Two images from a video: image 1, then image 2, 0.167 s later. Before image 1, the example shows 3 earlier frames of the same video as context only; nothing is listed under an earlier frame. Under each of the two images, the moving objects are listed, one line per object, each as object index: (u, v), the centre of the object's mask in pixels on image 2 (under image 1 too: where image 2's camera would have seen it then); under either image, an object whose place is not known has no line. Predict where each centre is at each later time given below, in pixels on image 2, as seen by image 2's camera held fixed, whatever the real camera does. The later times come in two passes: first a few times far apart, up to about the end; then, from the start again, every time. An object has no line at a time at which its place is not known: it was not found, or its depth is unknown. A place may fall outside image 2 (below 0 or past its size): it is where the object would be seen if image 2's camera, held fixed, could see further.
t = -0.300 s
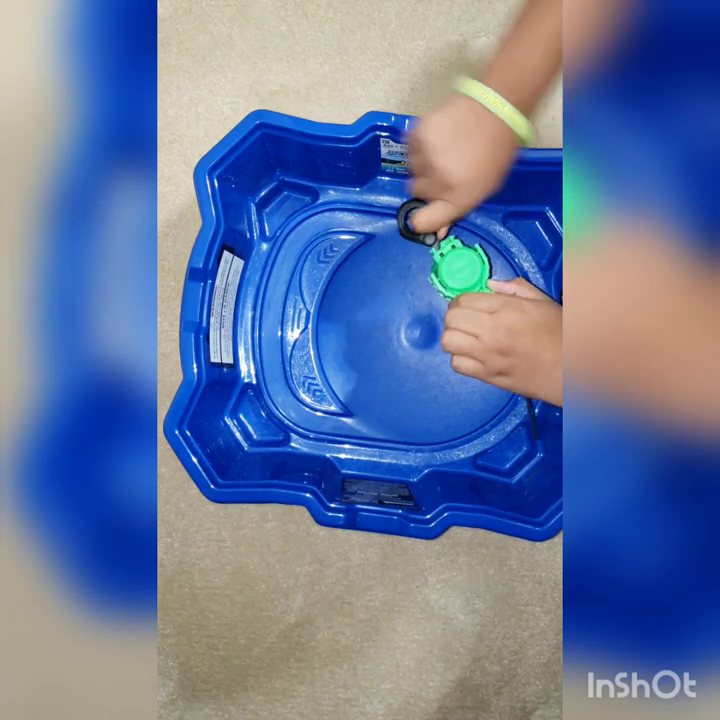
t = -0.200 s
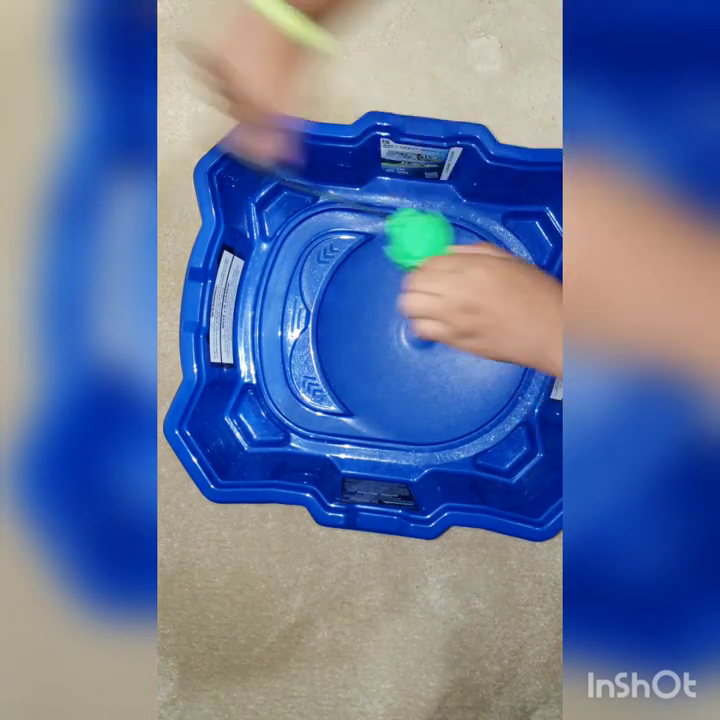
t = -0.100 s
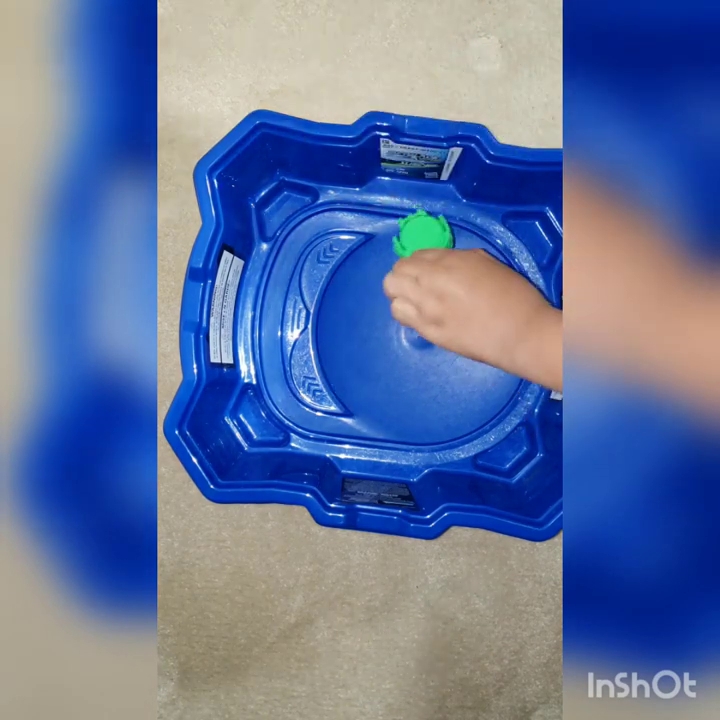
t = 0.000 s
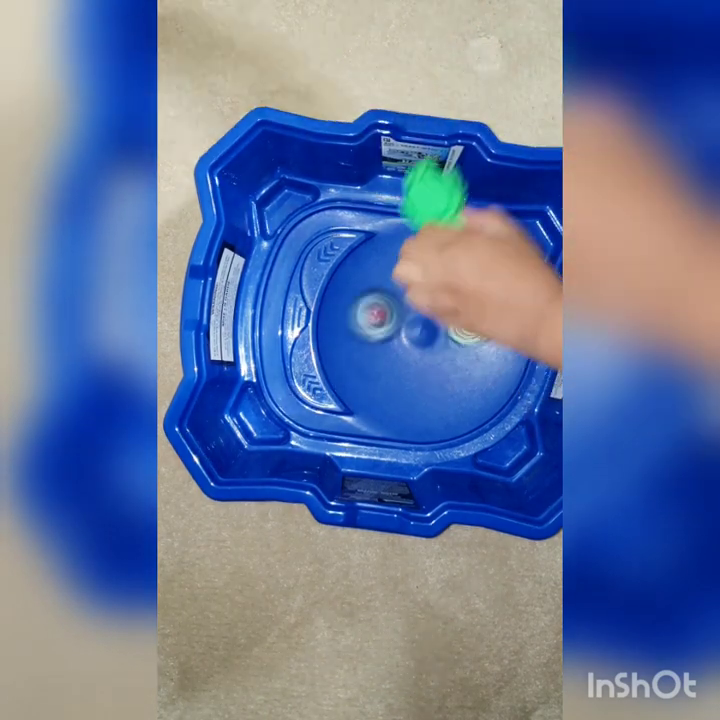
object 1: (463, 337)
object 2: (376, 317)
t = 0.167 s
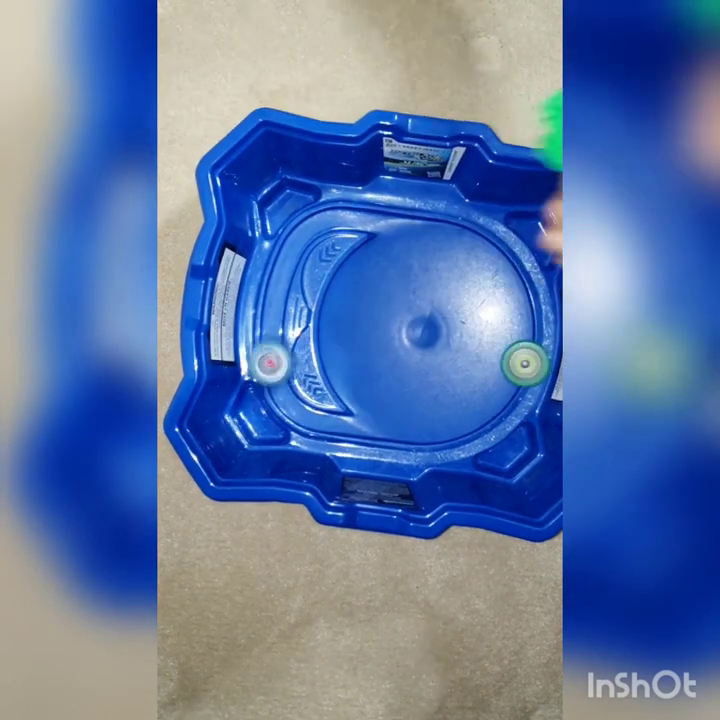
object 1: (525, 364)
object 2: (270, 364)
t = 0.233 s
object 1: (513, 361)
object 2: (286, 389)
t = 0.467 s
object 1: (453, 339)
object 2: (372, 417)
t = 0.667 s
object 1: (449, 262)
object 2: (458, 425)
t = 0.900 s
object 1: (402, 273)
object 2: (440, 324)
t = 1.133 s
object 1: (329, 372)
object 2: (440, 343)
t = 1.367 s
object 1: (438, 435)
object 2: (431, 375)
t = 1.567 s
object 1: (510, 344)
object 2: (425, 372)
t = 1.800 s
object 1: (423, 240)
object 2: (400, 355)
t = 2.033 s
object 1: (322, 323)
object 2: (378, 364)
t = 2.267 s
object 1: (401, 429)
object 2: (418, 374)
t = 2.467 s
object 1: (499, 364)
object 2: (455, 310)
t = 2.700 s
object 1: (464, 238)
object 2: (386, 249)
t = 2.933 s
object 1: (343, 211)
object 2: (329, 365)
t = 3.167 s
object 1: (280, 282)
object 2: (472, 426)
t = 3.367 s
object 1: (268, 380)
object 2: (495, 259)
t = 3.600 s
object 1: (379, 426)
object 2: (305, 230)
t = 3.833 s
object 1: (512, 345)
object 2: (263, 323)
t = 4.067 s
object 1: (455, 239)
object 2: (349, 428)
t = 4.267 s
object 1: (355, 269)
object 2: (494, 392)
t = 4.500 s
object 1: (366, 378)
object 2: (488, 254)
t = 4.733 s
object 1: (458, 400)
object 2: (337, 255)
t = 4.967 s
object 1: (496, 323)
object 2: (325, 323)
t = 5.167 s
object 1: (437, 278)
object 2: (390, 390)
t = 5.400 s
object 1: (370, 323)
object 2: (498, 362)
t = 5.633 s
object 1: (386, 390)
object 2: (451, 233)
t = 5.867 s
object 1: (446, 383)
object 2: (310, 217)
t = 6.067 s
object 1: (454, 329)
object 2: (265, 309)
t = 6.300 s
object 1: (406, 295)
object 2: (309, 433)
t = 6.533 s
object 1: (363, 327)
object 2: (439, 403)
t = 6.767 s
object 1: (390, 370)
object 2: (494, 295)
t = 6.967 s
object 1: (435, 360)
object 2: (407, 241)
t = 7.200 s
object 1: (454, 317)
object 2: (340, 342)
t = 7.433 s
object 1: (422, 285)
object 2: (427, 423)
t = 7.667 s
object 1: (386, 317)
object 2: (510, 348)
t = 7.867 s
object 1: (398, 357)
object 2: (450, 260)
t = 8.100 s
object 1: (438, 368)
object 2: (338, 290)
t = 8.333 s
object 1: (459, 335)
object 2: (354, 400)
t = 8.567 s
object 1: (428, 307)
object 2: (468, 398)
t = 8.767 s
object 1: (393, 319)
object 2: (505, 308)
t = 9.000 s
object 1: (381, 355)
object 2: (415, 244)
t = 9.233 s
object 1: (411, 376)
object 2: (337, 324)
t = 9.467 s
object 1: (443, 349)
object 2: (388, 417)
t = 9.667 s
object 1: (442, 317)
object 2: (475, 401)
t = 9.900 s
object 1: (413, 294)
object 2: (484, 295)
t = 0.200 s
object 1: (520, 364)
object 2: (277, 376)
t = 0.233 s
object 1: (513, 361)
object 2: (286, 389)
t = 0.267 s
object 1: (504, 358)
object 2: (296, 400)
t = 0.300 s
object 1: (495, 353)
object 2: (304, 411)
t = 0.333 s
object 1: (486, 349)
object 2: (311, 419)
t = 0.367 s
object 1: (478, 344)
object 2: (323, 424)
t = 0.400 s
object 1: (469, 341)
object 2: (338, 424)
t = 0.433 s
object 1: (461, 339)
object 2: (356, 421)
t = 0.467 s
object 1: (453, 339)
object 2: (372, 417)
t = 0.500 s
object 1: (446, 340)
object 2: (394, 410)
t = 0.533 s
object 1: (438, 343)
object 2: (416, 402)
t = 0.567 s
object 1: (435, 337)
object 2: (435, 399)
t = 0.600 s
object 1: (440, 311)
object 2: (445, 420)
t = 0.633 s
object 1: (445, 285)
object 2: (456, 436)
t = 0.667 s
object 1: (449, 262)
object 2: (458, 425)
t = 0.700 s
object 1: (450, 244)
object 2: (458, 407)
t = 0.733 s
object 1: (449, 229)
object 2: (457, 389)
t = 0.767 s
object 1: (444, 230)
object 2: (457, 373)
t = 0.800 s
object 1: (436, 236)
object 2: (455, 359)
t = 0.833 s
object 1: (426, 245)
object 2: (451, 346)
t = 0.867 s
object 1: (414, 258)
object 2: (446, 333)
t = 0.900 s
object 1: (402, 273)
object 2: (440, 324)
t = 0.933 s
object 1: (390, 289)
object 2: (432, 316)
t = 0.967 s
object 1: (371, 302)
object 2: (430, 316)
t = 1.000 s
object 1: (353, 314)
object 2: (430, 320)
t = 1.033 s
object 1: (338, 327)
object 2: (432, 324)
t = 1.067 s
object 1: (327, 342)
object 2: (435, 329)
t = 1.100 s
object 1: (322, 358)
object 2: (438, 335)
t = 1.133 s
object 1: (329, 372)
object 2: (440, 343)
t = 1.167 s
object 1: (338, 386)
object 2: (441, 351)
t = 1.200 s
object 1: (350, 399)
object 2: (441, 358)
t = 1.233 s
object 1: (364, 412)
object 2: (439, 364)
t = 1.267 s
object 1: (380, 423)
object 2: (437, 368)
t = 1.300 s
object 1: (398, 432)
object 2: (435, 371)
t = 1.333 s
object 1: (417, 436)
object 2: (432, 374)
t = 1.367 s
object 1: (438, 435)
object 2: (431, 375)
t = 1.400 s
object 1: (457, 430)
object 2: (430, 376)
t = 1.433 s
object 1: (474, 420)
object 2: (430, 376)
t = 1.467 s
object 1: (489, 406)
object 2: (429, 375)
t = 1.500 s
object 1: (501, 388)
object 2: (428, 375)
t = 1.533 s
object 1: (508, 366)
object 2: (426, 373)
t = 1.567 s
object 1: (510, 344)
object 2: (425, 372)
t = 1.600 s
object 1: (509, 322)
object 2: (423, 369)
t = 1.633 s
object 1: (503, 302)
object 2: (420, 366)
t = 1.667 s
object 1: (492, 284)
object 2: (417, 363)
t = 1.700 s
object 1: (478, 268)
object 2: (414, 360)
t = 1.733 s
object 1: (462, 256)
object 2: (410, 359)
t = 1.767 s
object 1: (443, 246)
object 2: (405, 357)
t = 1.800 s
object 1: (423, 240)
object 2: (400, 355)
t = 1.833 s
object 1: (402, 238)
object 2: (395, 354)
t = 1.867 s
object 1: (380, 240)
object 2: (391, 354)
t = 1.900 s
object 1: (362, 251)
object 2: (387, 354)
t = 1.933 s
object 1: (348, 266)
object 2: (383, 355)
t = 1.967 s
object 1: (336, 284)
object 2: (380, 357)
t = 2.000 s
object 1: (326, 302)
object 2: (378, 360)
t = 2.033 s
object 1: (322, 323)
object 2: (378, 364)
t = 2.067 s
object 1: (323, 344)
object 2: (379, 367)
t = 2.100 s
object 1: (328, 366)
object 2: (381, 371)
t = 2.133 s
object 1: (336, 385)
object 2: (385, 374)
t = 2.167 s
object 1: (347, 404)
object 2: (391, 376)
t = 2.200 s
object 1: (363, 416)
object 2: (400, 377)
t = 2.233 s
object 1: (381, 425)
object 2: (408, 376)
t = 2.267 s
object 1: (401, 429)
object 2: (418, 374)
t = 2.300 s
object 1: (421, 429)
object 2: (428, 369)
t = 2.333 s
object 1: (440, 424)
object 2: (437, 361)
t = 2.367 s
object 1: (458, 415)
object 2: (443, 351)
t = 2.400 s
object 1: (475, 402)
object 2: (450, 338)
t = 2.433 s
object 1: (488, 385)
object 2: (454, 326)
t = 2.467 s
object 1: (499, 364)
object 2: (455, 310)
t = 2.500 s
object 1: (506, 342)
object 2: (453, 297)
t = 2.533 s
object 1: (509, 321)
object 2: (449, 282)
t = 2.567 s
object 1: (508, 301)
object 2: (440, 272)
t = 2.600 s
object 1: (502, 281)
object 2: (430, 261)
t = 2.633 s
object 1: (493, 265)
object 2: (416, 253)
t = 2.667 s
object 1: (480, 249)
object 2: (402, 249)
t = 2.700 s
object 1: (464, 238)
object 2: (386, 249)
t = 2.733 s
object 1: (447, 230)
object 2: (370, 252)
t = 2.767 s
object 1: (427, 227)
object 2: (354, 260)
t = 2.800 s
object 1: (406, 226)
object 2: (339, 273)
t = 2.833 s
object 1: (386, 228)
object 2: (330, 292)
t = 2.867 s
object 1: (368, 229)
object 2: (327, 314)
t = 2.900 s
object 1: (355, 219)
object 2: (326, 338)
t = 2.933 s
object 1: (343, 211)
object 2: (329, 365)
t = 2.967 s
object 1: (330, 213)
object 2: (340, 387)
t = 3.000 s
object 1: (317, 217)
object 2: (352, 410)
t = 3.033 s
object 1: (305, 225)
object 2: (372, 428)
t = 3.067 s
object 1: (295, 236)
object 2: (393, 442)
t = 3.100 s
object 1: (288, 249)
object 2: (419, 441)
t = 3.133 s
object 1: (285, 266)
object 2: (444, 439)
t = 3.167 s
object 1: (280, 282)
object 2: (472, 426)
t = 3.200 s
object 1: (272, 296)
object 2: (497, 411)
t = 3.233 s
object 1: (268, 311)
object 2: (512, 386)
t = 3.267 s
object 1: (268, 327)
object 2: (523, 354)
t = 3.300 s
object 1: (271, 343)
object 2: (525, 320)
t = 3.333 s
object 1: (273, 362)
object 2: (514, 287)
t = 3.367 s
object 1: (268, 380)
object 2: (495, 259)
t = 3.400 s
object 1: (269, 396)
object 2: (466, 237)
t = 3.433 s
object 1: (282, 408)
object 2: (433, 229)
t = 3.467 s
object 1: (298, 418)
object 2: (397, 231)
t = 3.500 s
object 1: (318, 424)
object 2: (368, 233)
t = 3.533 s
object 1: (338, 426)
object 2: (347, 231)
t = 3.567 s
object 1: (359, 427)
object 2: (326, 229)
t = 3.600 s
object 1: (379, 426)
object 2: (305, 230)
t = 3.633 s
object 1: (402, 423)
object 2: (290, 234)
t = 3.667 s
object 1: (424, 417)
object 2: (280, 242)
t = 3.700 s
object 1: (446, 409)
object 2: (278, 255)
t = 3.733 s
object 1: (465, 396)
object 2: (278, 270)
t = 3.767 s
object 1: (484, 382)
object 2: (279, 290)
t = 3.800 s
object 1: (499, 365)
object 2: (269, 305)
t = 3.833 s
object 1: (512, 345)
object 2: (263, 323)
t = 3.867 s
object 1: (519, 327)
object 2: (261, 342)
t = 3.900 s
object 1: (522, 307)
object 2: (263, 362)
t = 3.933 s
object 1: (519, 289)
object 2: (269, 385)
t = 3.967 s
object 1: (506, 273)
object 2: (280, 407)
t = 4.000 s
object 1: (491, 259)
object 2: (296, 428)
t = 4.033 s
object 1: (473, 247)
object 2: (323, 431)
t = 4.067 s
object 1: (455, 239)
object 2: (349, 428)
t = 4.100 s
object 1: (435, 235)
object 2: (375, 426)
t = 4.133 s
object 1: (416, 235)
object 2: (401, 424)
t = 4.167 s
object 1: (398, 238)
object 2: (426, 423)
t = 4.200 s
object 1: (380, 246)
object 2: (451, 417)
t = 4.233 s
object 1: (366, 256)
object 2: (473, 406)
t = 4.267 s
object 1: (355, 269)
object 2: (494, 392)
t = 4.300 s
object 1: (347, 285)
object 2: (510, 377)
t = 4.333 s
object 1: (343, 302)
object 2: (522, 359)
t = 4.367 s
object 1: (342, 318)
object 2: (527, 339)
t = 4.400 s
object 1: (344, 334)
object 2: (525, 317)
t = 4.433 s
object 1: (349, 350)
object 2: (517, 295)
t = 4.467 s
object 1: (356, 365)
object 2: (505, 274)
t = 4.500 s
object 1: (366, 378)
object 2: (488, 254)
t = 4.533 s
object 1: (376, 389)
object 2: (468, 238)
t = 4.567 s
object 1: (389, 397)
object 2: (443, 230)
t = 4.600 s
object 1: (403, 402)
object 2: (416, 227)
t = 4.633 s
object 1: (417, 405)
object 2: (389, 231)
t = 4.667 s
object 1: (432, 406)
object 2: (368, 237)
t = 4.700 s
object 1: (445, 404)
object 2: (352, 246)
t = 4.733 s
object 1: (458, 400)
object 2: (337, 255)
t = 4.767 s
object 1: (470, 393)
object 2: (324, 265)
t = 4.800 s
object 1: (480, 383)
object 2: (313, 277)
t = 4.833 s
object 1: (488, 373)
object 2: (304, 287)
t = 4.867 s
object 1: (494, 360)
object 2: (302, 296)
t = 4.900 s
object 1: (497, 347)
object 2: (310, 305)
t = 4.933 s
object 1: (498, 335)
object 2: (317, 314)
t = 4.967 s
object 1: (496, 323)
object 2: (325, 323)
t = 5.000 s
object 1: (490, 310)
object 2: (335, 333)
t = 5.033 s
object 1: (483, 300)
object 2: (345, 344)
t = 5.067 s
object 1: (473, 290)
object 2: (355, 356)
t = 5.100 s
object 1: (461, 284)
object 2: (364, 369)
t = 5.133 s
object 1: (449, 279)
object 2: (376, 381)
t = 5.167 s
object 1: (437, 278)
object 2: (390, 390)
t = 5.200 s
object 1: (423, 279)
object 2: (404, 397)
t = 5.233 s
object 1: (412, 282)
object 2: (421, 403)
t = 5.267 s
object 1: (401, 287)
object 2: (439, 403)
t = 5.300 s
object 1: (391, 294)
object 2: (458, 398)
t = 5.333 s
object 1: (382, 302)
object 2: (473, 389)
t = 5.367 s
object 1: (375, 312)
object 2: (487, 378)
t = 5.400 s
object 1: (370, 323)
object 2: (498, 362)
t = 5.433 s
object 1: (367, 334)
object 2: (506, 343)
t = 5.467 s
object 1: (366, 345)
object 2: (511, 322)
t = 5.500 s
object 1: (367, 356)
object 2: (509, 301)
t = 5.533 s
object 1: (369, 366)
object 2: (502, 279)
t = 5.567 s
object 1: (373, 375)
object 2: (489, 260)
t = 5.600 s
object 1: (379, 383)
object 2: (472, 245)
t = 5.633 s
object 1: (386, 390)
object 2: (451, 233)
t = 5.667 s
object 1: (394, 394)
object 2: (428, 226)
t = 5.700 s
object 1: (403, 397)
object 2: (402, 226)
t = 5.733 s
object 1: (412, 398)
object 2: (379, 228)
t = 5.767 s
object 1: (421, 397)
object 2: (359, 226)
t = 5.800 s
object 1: (430, 394)
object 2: (341, 217)
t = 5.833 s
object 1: (438, 390)
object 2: (325, 215)
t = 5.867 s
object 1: (446, 383)
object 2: (310, 217)
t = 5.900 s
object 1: (451, 375)
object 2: (296, 224)
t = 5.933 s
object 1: (455, 366)
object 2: (288, 238)
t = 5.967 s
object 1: (457, 357)
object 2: (280, 254)
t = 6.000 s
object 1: (458, 346)
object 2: (274, 270)
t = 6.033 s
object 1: (457, 337)
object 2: (268, 289)
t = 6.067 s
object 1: (454, 329)
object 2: (265, 309)
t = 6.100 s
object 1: (449, 320)
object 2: (264, 330)
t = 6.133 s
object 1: (444, 313)
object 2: (268, 353)
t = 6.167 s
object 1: (438, 306)
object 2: (273, 374)
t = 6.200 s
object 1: (431, 301)
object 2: (279, 393)
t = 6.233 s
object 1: (423, 298)
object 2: (283, 412)
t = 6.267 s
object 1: (415, 295)
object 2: (295, 429)
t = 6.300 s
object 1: (406, 295)
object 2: (309, 433)
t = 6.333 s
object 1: (398, 295)
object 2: (329, 430)
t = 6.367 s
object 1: (390, 298)
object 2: (348, 424)
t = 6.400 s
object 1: (382, 301)
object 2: (367, 420)
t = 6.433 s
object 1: (375, 306)
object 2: (383, 417)
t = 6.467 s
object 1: (369, 312)
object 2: (402, 414)
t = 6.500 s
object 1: (365, 319)
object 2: (421, 409)
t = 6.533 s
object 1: (363, 327)
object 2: (439, 403)
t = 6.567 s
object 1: (362, 335)
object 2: (454, 395)
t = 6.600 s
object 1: (363, 343)
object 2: (469, 382)
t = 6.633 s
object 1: (366, 350)
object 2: (481, 368)
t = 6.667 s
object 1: (371, 357)
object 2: (492, 351)
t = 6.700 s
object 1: (376, 362)
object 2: (496, 334)
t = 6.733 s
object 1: (383, 367)
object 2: (497, 312)
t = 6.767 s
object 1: (390, 370)
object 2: (494, 295)
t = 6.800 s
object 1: (398, 372)
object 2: (486, 278)
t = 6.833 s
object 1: (406, 372)
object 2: (475, 264)
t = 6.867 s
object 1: (415, 370)
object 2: (462, 252)
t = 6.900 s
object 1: (422, 368)
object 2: (444, 244)
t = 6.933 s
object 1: (429, 365)
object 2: (426, 240)
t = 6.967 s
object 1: (435, 360)
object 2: (407, 241)
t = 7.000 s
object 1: (441, 355)
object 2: (390, 246)
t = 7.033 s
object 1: (445, 350)
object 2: (373, 256)
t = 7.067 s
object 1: (449, 344)
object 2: (359, 270)
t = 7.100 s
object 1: (452, 338)
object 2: (349, 287)
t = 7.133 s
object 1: (453, 331)
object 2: (342, 305)
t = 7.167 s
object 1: (454, 324)
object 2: (340, 322)
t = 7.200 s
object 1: (454, 317)
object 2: (340, 342)
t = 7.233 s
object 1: (453, 310)
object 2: (345, 360)
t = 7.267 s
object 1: (450, 304)
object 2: (352, 379)
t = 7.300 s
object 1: (447, 298)
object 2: (363, 393)
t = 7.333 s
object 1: (442, 293)
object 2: (376, 403)
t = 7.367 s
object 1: (436, 289)
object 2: (391, 416)
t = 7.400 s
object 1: (430, 287)
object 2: (408, 422)
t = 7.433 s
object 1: (422, 285)
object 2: (427, 423)
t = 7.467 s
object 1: (415, 286)
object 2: (444, 424)
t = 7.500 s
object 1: (408, 289)
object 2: (461, 417)
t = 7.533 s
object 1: (402, 292)
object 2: (476, 408)
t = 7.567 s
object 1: (396, 297)
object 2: (490, 397)
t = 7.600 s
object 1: (391, 303)
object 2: (500, 382)
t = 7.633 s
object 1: (388, 310)
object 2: (506, 365)
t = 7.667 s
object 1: (386, 317)
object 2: (510, 348)
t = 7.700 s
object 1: (386, 325)
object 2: (508, 330)
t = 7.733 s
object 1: (386, 332)
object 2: (503, 309)
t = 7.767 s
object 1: (388, 339)
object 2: (494, 295)
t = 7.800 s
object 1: (391, 345)
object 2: (481, 282)
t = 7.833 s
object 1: (394, 351)
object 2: (467, 269)
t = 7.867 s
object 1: (398, 357)
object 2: (450, 260)
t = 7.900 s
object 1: (403, 361)
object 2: (433, 255)
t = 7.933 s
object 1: (408, 365)
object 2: (415, 254)
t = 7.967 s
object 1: (414, 368)
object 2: (396, 254)
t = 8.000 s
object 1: (420, 369)
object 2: (379, 259)
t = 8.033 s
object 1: (426, 370)
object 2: (364, 267)
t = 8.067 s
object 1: (432, 370)
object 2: (350, 277)
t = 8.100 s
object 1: (438, 368)
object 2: (338, 290)
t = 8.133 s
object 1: (444, 365)
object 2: (329, 305)
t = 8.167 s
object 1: (449, 362)
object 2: (325, 323)
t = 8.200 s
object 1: (453, 358)
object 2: (324, 340)
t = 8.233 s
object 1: (456, 353)
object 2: (326, 357)
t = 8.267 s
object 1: (458, 347)
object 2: (333, 372)
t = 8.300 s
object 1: (459, 341)
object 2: (343, 387)
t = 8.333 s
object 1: (459, 335)
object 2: (354, 400)
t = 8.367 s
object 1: (457, 330)
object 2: (369, 409)
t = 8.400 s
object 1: (454, 324)
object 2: (385, 415)
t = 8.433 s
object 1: (450, 319)
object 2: (404, 418)
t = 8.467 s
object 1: (445, 315)
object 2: (421, 419)
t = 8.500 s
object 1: (440, 311)
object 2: (436, 415)
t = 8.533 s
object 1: (434, 308)
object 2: (454, 407)
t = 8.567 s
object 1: (428, 307)
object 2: (468, 398)
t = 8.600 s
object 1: (421, 307)
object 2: (481, 386)
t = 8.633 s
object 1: (415, 307)
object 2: (493, 374)
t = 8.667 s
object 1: (408, 309)
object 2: (501, 358)
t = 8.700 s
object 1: (403, 312)
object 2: (505, 341)
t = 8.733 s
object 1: (398, 315)
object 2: (505, 325)
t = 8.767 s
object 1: (393, 319)
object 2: (505, 308)
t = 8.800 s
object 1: (389, 324)
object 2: (499, 292)
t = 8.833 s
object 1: (386, 328)
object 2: (491, 278)
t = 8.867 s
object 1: (383, 333)
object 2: (479, 265)
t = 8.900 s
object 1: (381, 338)
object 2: (465, 255)
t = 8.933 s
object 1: (381, 344)
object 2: (448, 248)
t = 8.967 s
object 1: (381, 350)
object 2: (432, 244)
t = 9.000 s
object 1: (381, 355)
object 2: (415, 244)
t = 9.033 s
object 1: (383, 360)
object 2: (398, 248)
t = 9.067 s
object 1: (386, 366)
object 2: (381, 256)
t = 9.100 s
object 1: (390, 369)
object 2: (368, 266)
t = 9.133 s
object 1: (394, 373)
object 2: (356, 277)
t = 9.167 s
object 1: (400, 375)
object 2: (346, 292)
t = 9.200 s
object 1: (406, 376)
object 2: (340, 308)
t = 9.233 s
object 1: (411, 376)
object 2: (337, 324)
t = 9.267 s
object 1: (418, 375)
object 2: (336, 341)
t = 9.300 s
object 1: (424, 373)
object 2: (339, 358)
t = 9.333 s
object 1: (429, 369)
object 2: (343, 374)
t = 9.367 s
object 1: (433, 365)
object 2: (351, 387)
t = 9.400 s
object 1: (437, 361)
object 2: (361, 399)
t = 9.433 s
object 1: (440, 355)
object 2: (372, 411)
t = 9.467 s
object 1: (443, 349)
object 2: (388, 417)
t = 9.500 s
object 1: (444, 344)
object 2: (403, 422)
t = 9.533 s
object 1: (445, 339)
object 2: (419, 424)
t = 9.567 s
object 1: (444, 333)
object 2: (433, 422)
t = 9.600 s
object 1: (444, 328)
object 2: (450, 417)
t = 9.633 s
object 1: (443, 322)
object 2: (464, 409)
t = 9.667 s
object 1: (442, 317)
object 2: (475, 401)
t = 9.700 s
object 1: (440, 312)
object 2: (485, 388)
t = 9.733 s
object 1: (437, 308)
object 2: (493, 374)
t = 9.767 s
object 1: (434, 303)
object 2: (498, 360)
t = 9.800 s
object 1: (429, 300)
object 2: (499, 344)
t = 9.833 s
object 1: (424, 297)
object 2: (497, 327)
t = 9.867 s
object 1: (419, 295)
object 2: (491, 310)
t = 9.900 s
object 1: (413, 294)
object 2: (484, 295)
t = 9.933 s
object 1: (408, 295)
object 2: (475, 283)
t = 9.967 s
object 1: (402, 296)
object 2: (464, 272)
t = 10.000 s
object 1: (396, 299)
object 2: (452, 265)
